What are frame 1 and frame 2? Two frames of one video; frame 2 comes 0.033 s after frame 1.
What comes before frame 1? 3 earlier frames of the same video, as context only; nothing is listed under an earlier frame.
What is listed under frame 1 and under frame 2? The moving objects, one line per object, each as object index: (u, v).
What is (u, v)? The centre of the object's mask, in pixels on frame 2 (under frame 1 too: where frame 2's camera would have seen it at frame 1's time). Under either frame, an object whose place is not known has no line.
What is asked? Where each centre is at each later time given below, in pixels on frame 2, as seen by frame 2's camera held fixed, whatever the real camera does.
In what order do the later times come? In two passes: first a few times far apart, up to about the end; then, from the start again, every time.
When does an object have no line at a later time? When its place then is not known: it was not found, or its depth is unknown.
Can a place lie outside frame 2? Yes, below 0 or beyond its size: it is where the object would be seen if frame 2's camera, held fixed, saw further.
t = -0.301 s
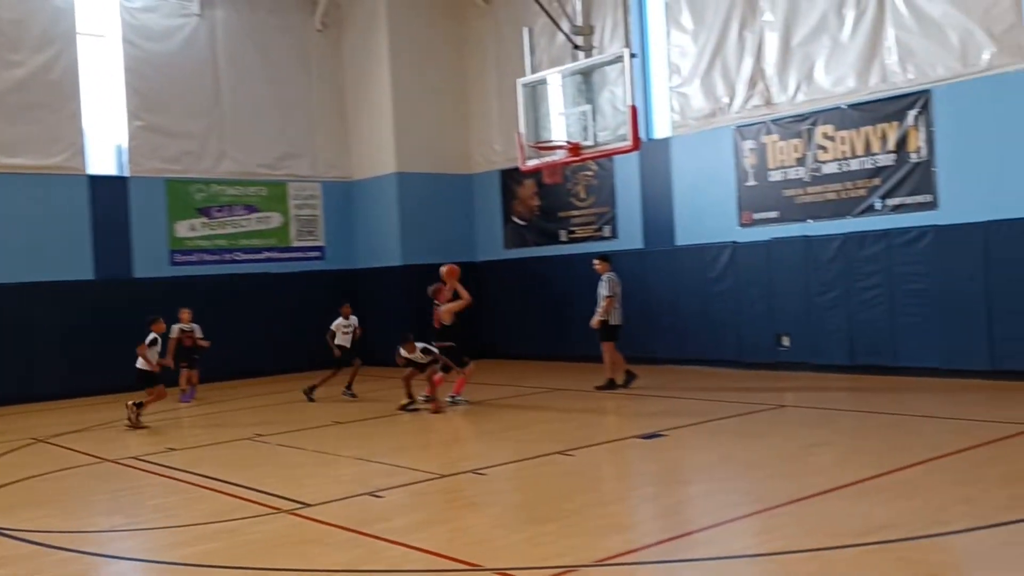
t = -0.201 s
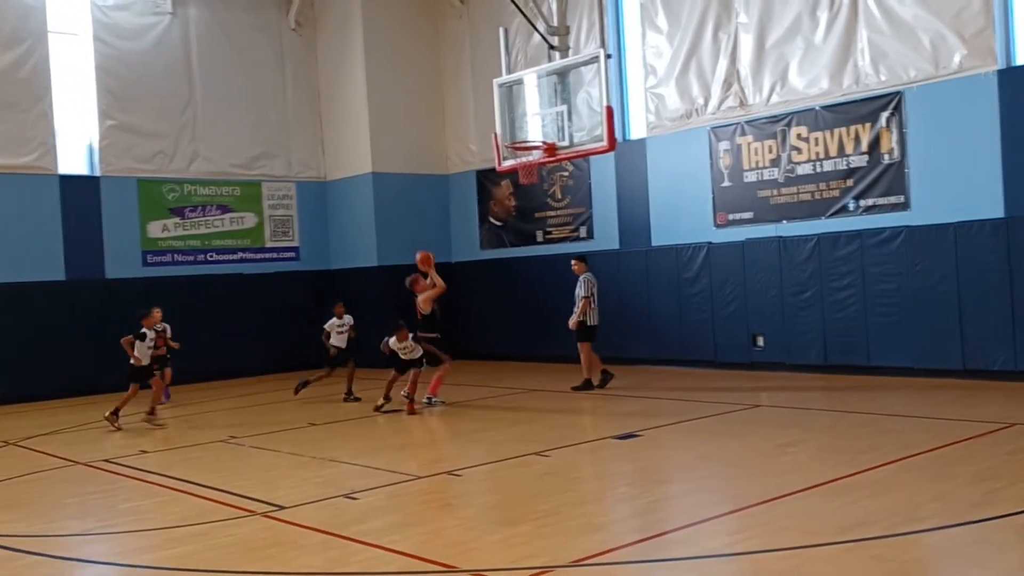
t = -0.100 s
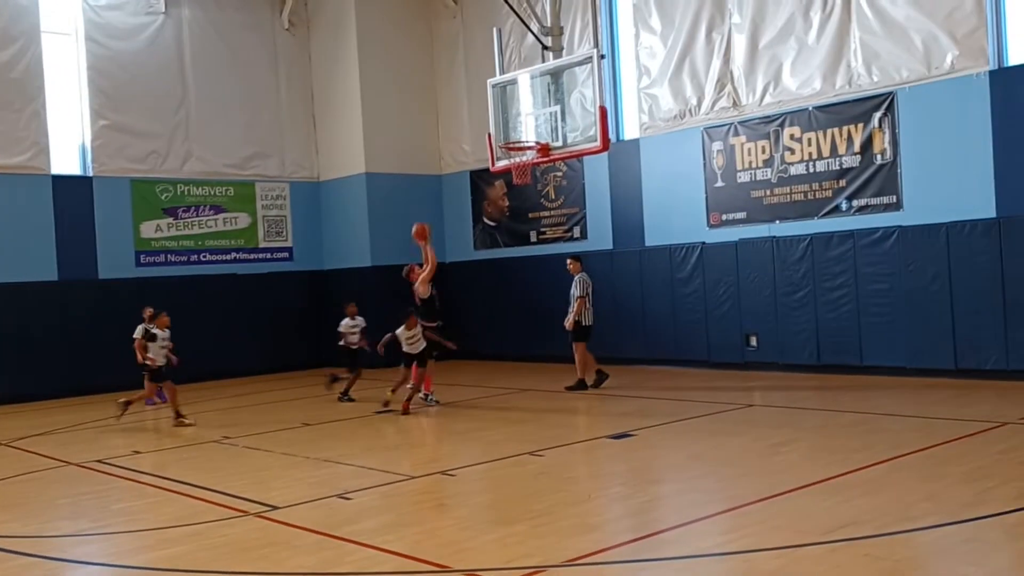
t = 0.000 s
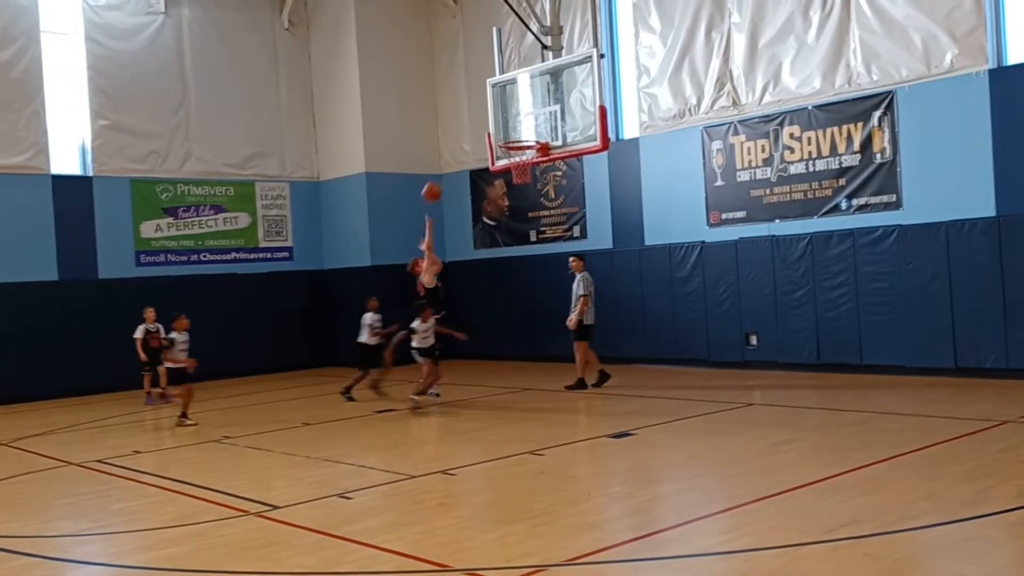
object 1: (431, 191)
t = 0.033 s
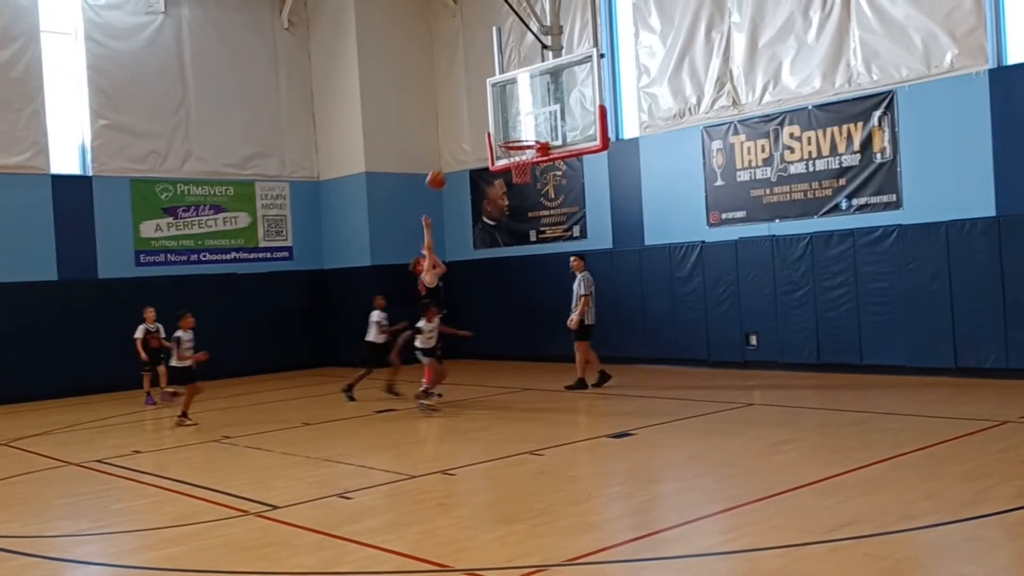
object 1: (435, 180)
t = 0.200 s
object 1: (459, 132)
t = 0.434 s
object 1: (494, 101)
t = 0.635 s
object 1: (520, 110)
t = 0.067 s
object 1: (440, 168)
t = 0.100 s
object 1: (445, 158)
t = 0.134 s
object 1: (450, 148)
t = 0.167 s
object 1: (455, 139)
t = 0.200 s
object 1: (459, 132)
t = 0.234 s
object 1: (464, 125)
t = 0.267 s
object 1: (469, 118)
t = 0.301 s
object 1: (474, 113)
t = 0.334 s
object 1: (478, 109)
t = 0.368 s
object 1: (483, 105)
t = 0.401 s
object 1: (489, 102)
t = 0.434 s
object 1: (494, 101)
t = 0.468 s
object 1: (499, 100)
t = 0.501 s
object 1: (505, 100)
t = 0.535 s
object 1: (510, 101)
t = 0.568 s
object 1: (515, 103)
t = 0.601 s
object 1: (520, 106)
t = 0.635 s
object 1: (520, 110)
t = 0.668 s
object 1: (521, 114)
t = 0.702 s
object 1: (522, 120)
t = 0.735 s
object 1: (523, 126)
